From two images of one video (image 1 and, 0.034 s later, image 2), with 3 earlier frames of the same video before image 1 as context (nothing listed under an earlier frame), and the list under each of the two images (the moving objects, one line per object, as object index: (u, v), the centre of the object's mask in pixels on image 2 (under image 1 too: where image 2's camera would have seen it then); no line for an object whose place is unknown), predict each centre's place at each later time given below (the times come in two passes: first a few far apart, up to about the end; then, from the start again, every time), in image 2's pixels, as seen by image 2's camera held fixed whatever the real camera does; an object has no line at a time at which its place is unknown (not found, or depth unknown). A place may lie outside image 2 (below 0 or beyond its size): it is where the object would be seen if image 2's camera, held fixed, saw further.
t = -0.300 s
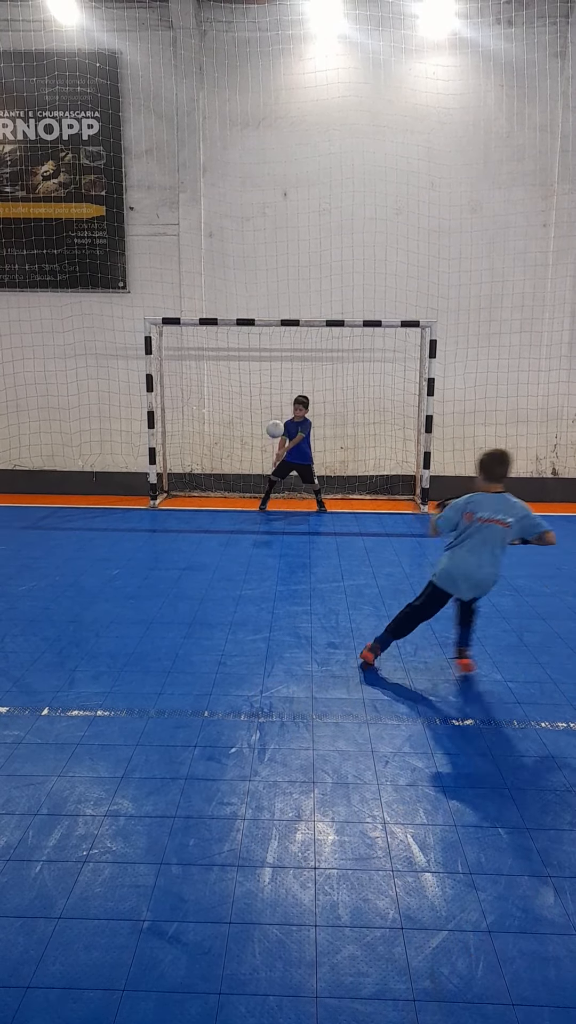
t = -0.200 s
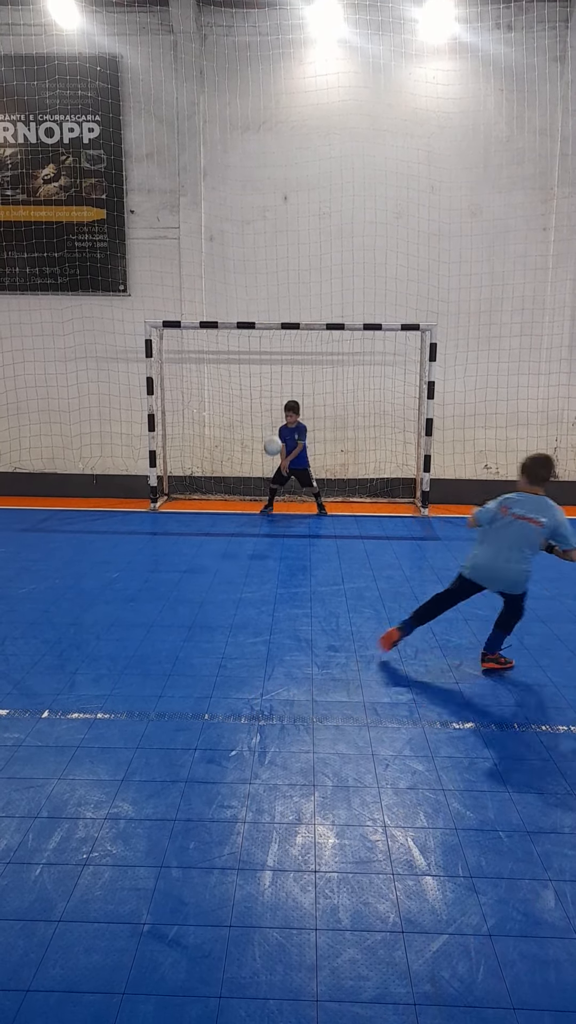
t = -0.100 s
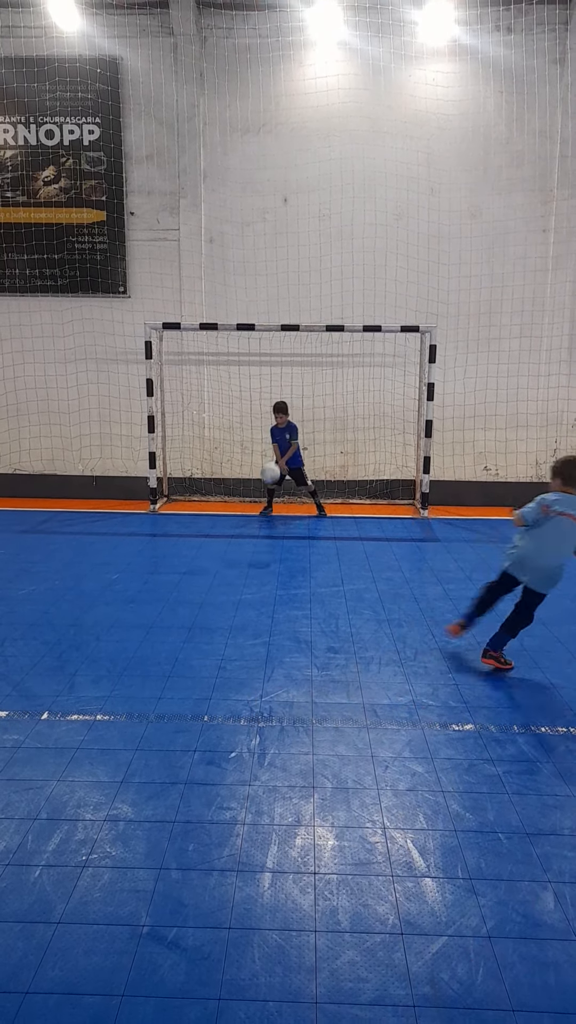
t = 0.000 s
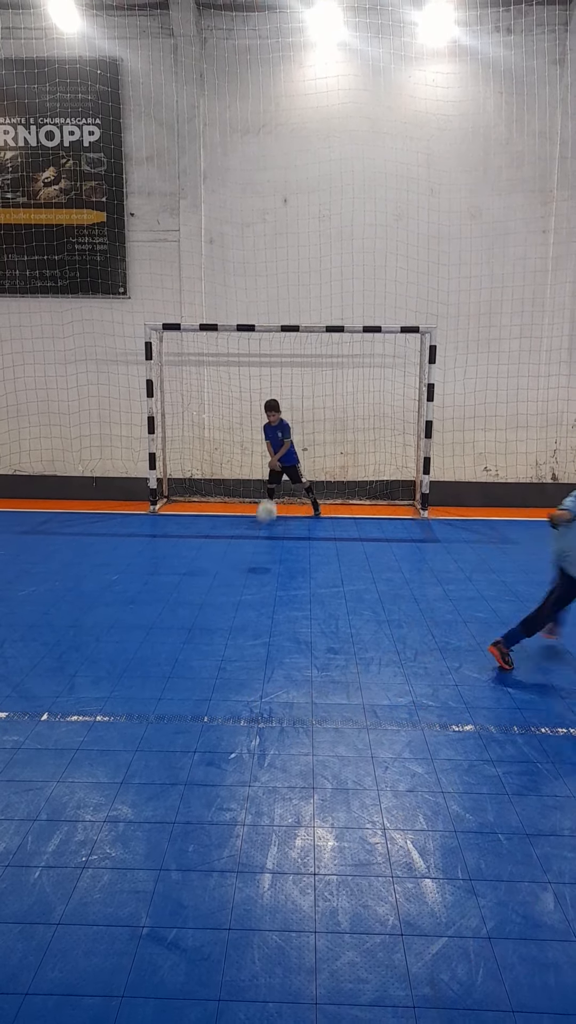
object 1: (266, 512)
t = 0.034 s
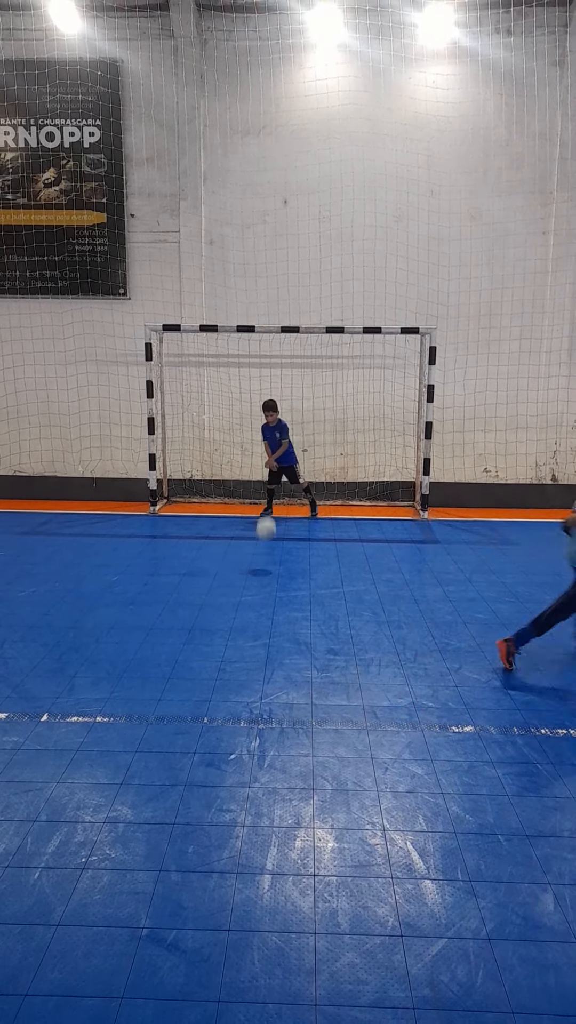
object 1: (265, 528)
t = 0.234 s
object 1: (255, 539)
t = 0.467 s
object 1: (240, 553)
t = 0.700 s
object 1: (220, 609)
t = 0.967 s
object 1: (192, 658)
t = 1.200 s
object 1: (161, 698)
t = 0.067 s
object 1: (264, 546)
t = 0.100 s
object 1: (263, 562)
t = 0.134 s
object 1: (262, 554)
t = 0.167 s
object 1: (259, 548)
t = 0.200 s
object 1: (258, 543)
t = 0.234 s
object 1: (255, 539)
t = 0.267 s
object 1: (254, 537)
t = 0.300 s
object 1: (252, 536)
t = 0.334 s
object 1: (249, 536)
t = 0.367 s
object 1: (247, 538)
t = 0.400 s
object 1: (245, 542)
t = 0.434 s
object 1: (242, 546)
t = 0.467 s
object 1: (240, 553)
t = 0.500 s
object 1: (237, 561)
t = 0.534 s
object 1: (235, 571)
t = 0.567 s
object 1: (232, 584)
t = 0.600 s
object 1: (229, 598)
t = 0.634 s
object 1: (227, 615)
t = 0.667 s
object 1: (224, 611)
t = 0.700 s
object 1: (220, 609)
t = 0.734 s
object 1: (217, 609)
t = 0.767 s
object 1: (214, 609)
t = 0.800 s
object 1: (210, 612)
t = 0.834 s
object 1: (207, 617)
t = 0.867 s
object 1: (204, 623)
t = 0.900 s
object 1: (200, 631)
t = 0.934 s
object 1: (196, 642)
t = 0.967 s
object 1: (192, 658)
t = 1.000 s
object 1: (188, 665)
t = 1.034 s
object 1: (183, 665)
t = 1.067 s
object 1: (179, 666)
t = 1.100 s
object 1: (175, 671)
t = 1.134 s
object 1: (170, 677)
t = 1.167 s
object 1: (165, 686)
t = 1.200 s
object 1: (161, 698)
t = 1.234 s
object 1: (156, 712)
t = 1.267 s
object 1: (150, 715)
